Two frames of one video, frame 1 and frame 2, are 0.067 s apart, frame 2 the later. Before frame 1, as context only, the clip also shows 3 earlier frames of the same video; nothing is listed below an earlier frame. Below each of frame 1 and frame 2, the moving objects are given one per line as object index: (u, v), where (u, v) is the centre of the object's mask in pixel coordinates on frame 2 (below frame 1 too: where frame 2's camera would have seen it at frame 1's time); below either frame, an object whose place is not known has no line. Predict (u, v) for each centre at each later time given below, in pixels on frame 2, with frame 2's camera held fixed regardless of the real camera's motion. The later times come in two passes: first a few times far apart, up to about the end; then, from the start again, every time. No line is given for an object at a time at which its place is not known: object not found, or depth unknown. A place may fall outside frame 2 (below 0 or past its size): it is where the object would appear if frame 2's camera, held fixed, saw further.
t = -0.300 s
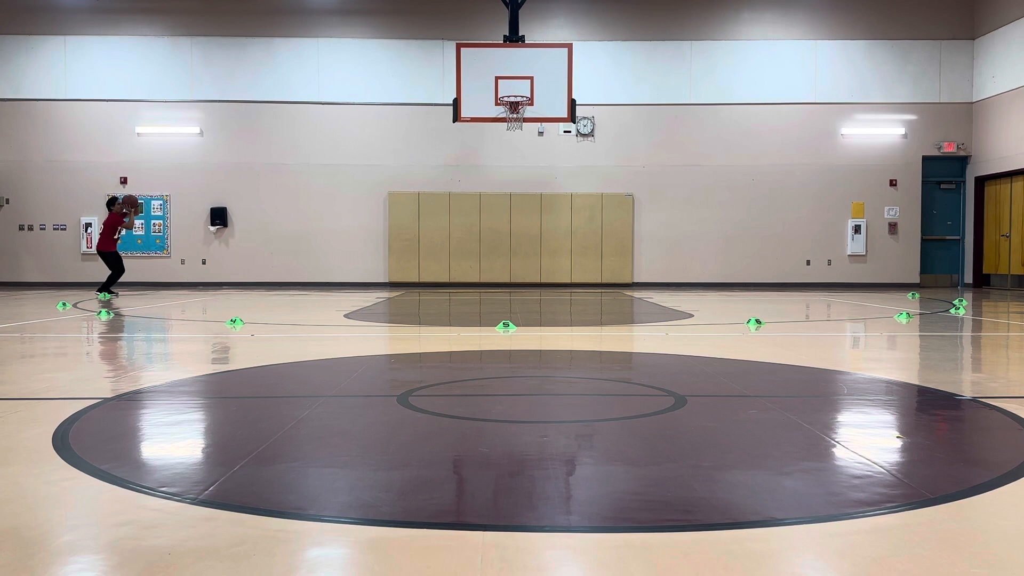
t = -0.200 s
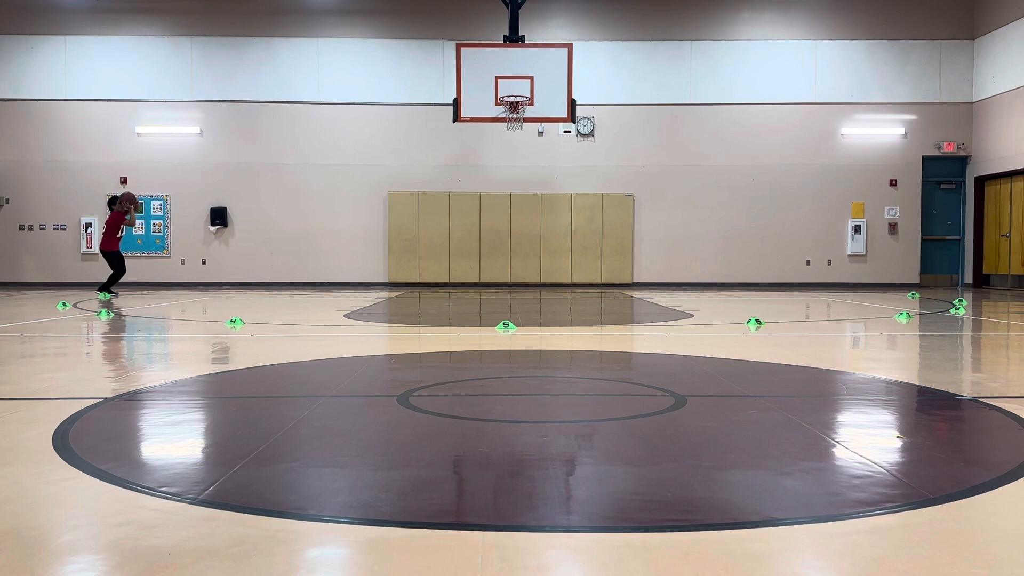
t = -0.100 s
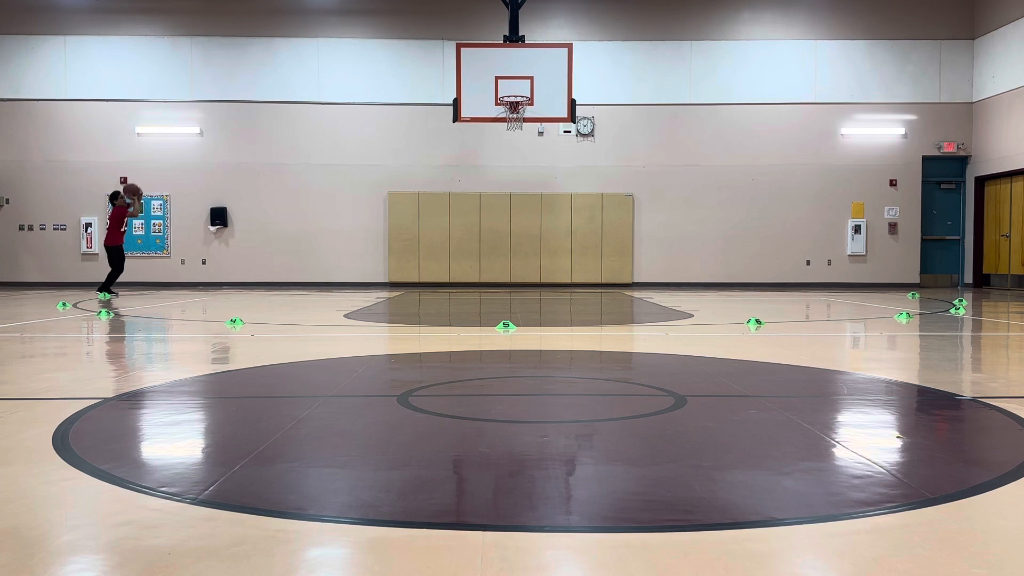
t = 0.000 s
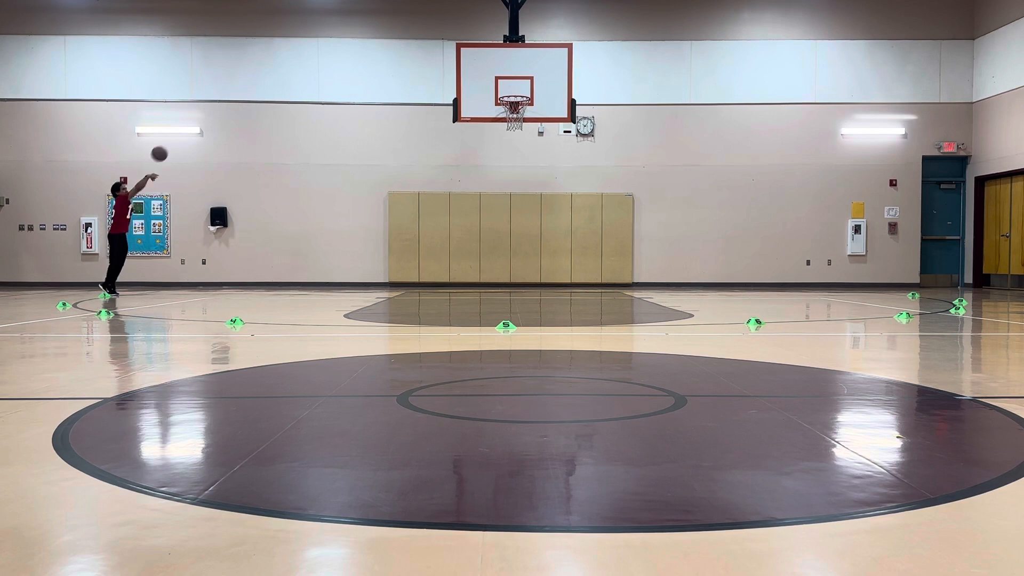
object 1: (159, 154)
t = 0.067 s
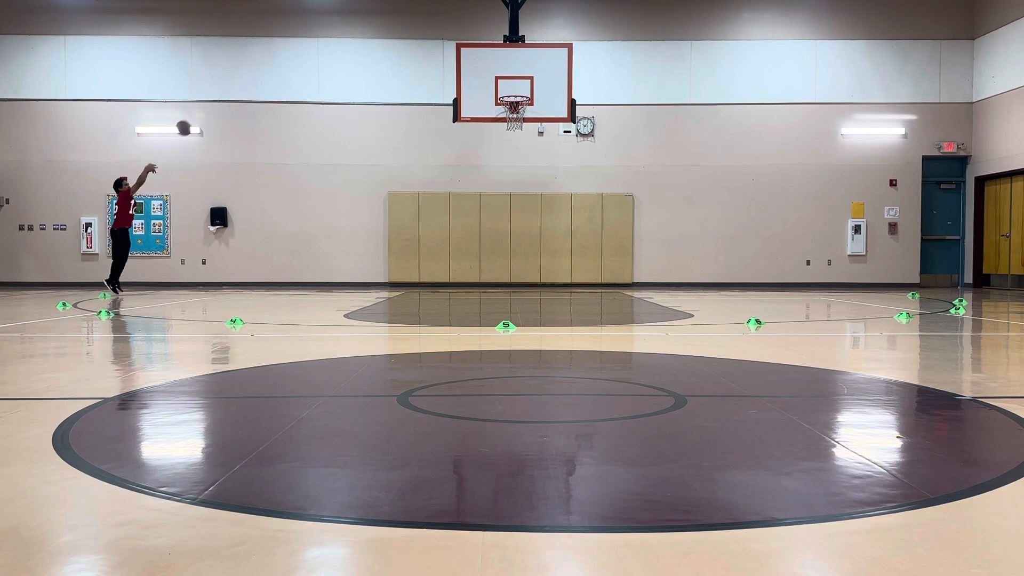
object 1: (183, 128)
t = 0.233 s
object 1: (244, 78)
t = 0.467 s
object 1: (327, 39)
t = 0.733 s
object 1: (419, 38)
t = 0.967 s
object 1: (497, 75)
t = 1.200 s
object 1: (500, 79)
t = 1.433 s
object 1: (484, 55)
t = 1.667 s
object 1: (469, 66)
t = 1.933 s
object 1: (453, 121)
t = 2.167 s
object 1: (439, 203)
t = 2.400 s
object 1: (425, 271)
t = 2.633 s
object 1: (408, 197)
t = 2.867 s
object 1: (392, 156)
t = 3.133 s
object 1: (374, 151)
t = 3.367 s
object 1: (360, 182)
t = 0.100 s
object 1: (196, 116)
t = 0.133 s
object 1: (208, 106)
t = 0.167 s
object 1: (220, 96)
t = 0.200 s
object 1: (232, 86)
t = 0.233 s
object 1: (244, 78)
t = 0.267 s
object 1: (256, 70)
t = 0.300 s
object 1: (268, 63)
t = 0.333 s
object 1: (280, 57)
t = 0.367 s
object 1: (292, 51)
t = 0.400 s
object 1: (303, 47)
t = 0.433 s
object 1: (315, 43)
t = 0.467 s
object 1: (327, 39)
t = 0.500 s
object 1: (339, 37)
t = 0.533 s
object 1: (350, 35)
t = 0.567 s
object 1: (362, 33)
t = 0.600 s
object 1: (373, 33)
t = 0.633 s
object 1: (385, 33)
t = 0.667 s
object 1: (396, 34)
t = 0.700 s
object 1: (408, 36)
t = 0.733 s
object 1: (419, 38)
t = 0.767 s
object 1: (430, 42)
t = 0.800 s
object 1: (442, 46)
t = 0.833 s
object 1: (453, 50)
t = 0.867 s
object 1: (464, 55)
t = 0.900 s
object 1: (475, 61)
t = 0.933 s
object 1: (486, 68)
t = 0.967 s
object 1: (497, 75)
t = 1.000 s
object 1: (508, 83)
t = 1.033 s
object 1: (519, 91)
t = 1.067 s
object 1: (519, 94)
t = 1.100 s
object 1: (510, 93)
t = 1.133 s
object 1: (504, 91)
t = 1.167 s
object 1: (502, 85)
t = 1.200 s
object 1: (500, 79)
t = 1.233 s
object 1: (498, 73)
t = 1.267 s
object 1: (495, 68)
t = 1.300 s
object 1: (493, 64)
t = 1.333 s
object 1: (491, 61)
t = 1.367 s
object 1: (489, 58)
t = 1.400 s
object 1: (487, 56)
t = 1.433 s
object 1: (484, 55)
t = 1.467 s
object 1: (482, 55)
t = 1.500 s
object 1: (480, 55)
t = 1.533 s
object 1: (478, 56)
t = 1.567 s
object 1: (476, 57)
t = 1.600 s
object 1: (474, 60)
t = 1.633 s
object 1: (471, 63)
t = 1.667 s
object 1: (469, 66)
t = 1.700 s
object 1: (467, 71)
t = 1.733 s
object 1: (465, 76)
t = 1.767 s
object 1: (463, 82)
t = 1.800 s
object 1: (461, 88)
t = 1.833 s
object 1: (459, 95)
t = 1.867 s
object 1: (457, 103)
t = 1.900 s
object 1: (455, 112)
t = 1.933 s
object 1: (453, 121)
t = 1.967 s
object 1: (451, 130)
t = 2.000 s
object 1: (449, 141)
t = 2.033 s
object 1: (447, 152)
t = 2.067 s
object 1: (445, 164)
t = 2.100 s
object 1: (443, 176)
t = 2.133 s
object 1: (441, 189)
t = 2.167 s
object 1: (439, 203)
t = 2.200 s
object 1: (437, 217)
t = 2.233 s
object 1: (435, 231)
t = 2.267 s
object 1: (433, 247)
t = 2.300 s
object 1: (432, 263)
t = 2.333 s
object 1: (430, 279)
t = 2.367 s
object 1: (428, 285)
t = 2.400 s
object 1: (425, 271)
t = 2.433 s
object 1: (423, 258)
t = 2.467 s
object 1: (420, 246)
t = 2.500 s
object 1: (418, 235)
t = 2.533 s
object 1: (415, 224)
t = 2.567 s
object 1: (413, 214)
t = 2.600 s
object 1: (411, 205)
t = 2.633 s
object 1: (408, 197)
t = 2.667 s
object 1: (406, 189)
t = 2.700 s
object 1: (403, 182)
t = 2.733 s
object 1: (401, 175)
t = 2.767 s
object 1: (399, 170)
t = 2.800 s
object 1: (396, 164)
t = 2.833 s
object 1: (394, 160)
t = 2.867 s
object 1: (392, 156)
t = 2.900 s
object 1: (390, 153)
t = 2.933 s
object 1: (387, 151)
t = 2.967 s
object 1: (385, 149)
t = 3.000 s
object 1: (383, 148)
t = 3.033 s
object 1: (381, 148)
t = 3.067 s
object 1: (378, 148)
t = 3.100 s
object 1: (376, 150)
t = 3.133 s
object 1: (374, 151)
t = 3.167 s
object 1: (372, 154)
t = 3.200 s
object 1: (370, 157)
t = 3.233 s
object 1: (368, 161)
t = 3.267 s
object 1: (366, 165)
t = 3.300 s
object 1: (364, 170)
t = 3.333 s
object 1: (362, 176)
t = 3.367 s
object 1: (360, 182)
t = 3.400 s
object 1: (358, 189)
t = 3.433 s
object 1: (356, 196)
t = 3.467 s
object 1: (354, 205)
